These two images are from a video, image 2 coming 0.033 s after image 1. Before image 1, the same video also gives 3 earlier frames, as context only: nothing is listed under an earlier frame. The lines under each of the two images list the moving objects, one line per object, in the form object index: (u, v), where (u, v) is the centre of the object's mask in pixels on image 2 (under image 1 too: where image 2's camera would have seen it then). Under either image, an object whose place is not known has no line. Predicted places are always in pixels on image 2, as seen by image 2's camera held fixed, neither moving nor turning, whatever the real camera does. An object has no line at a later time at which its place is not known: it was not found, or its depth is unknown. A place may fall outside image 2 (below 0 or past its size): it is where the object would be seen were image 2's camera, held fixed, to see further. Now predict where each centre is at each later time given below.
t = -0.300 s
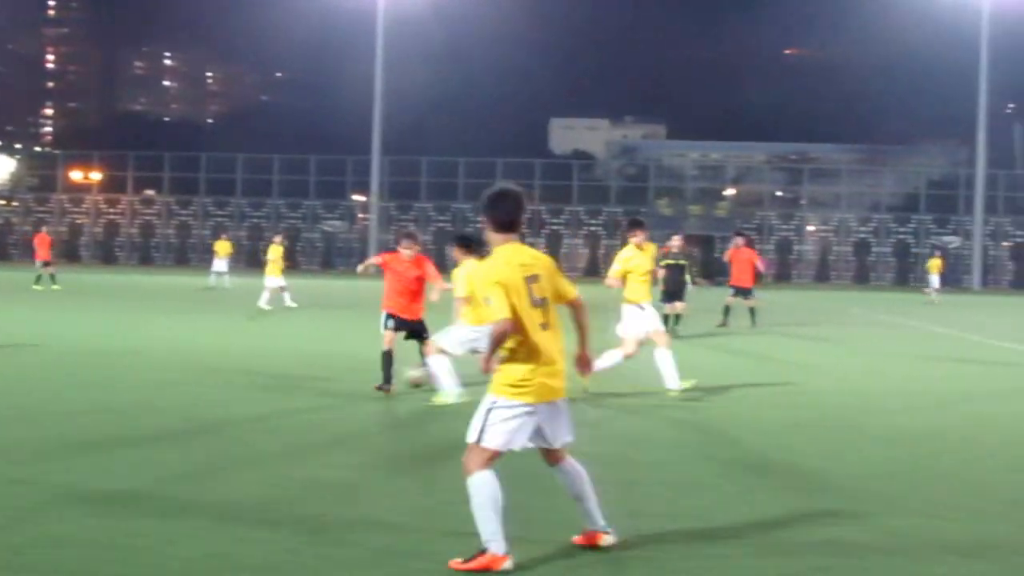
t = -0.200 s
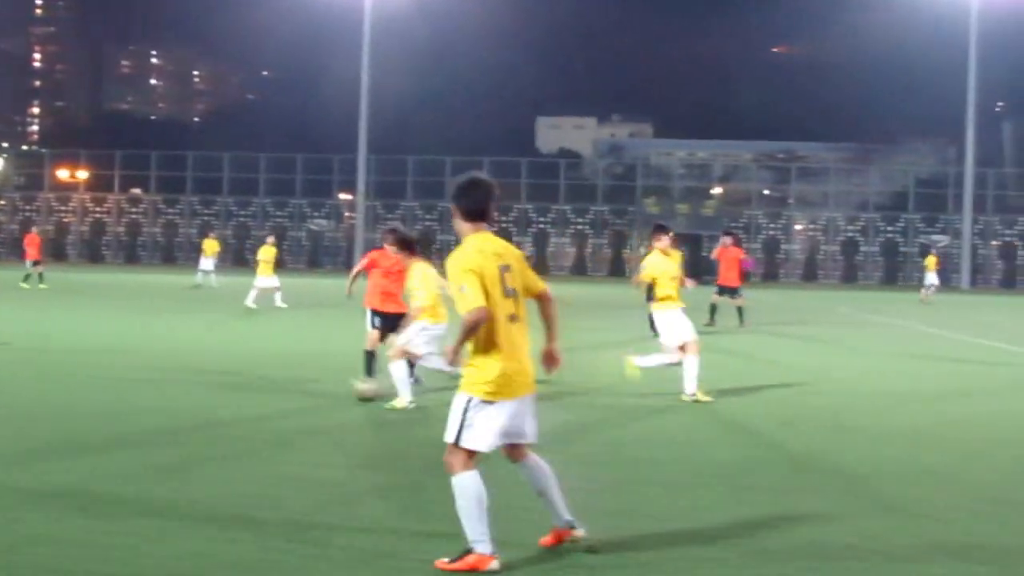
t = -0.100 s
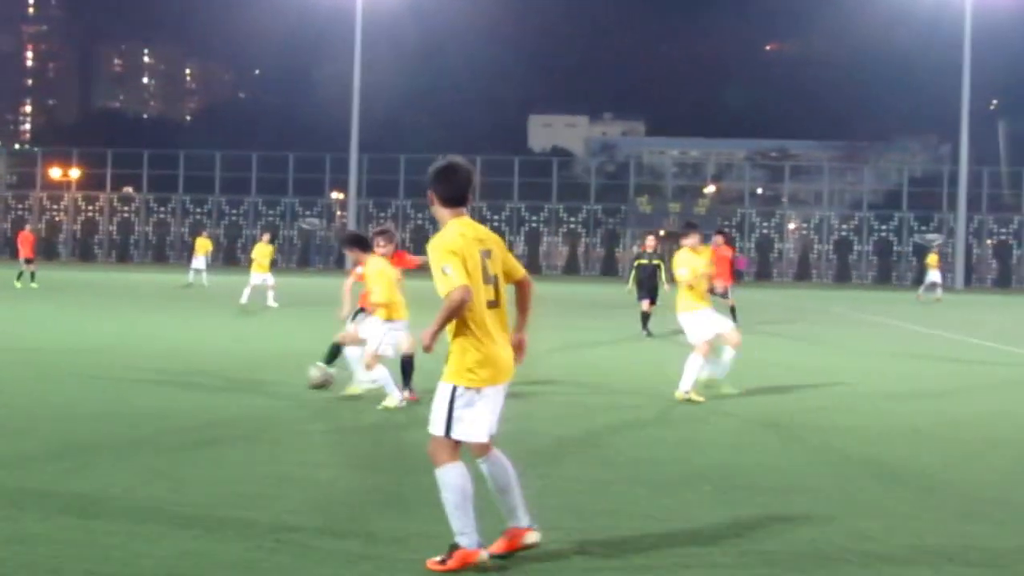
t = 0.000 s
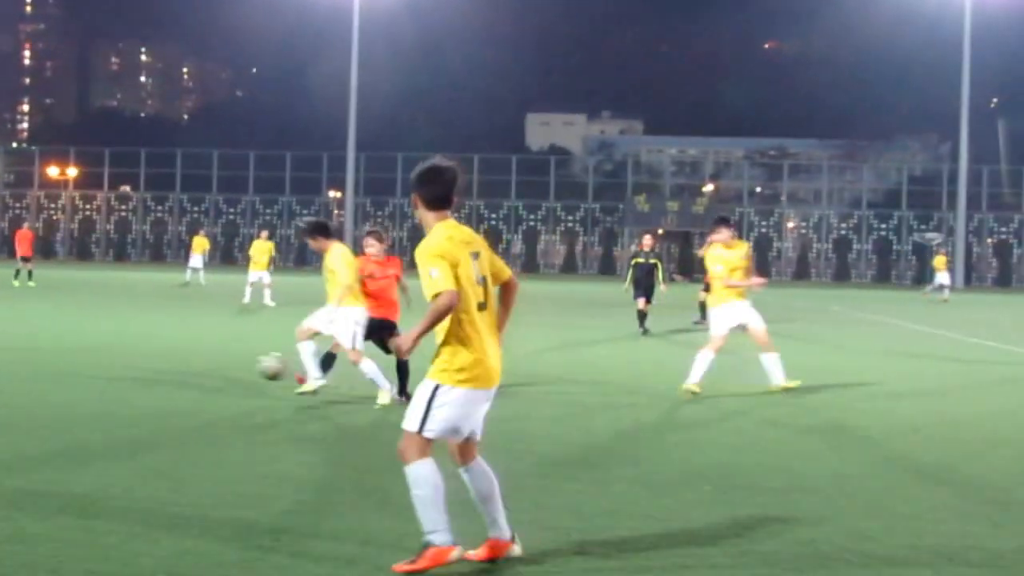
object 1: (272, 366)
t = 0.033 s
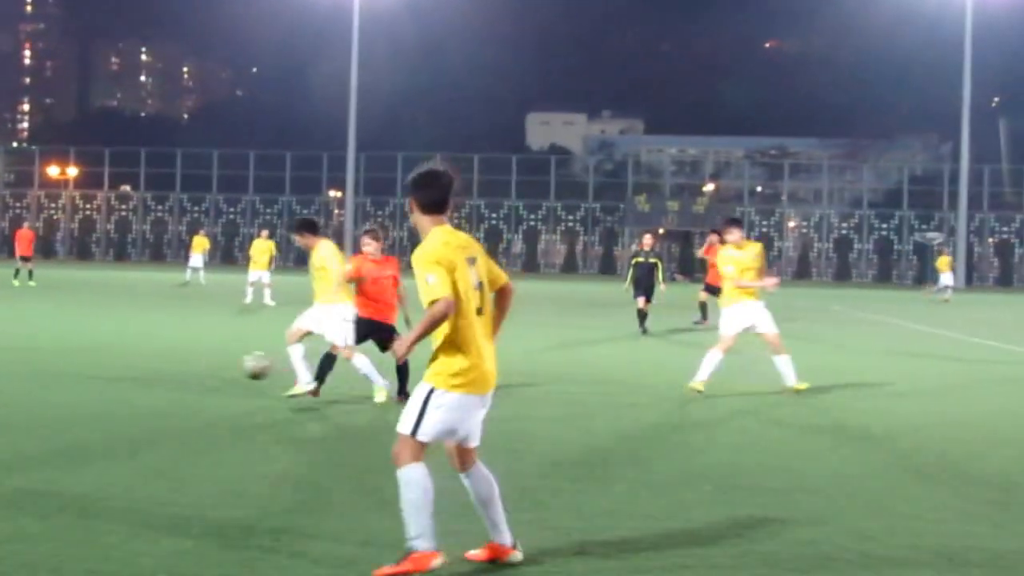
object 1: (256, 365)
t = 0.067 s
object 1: (241, 366)
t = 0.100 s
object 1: (222, 369)
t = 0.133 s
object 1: (205, 372)
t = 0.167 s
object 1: (188, 378)
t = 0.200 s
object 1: (168, 385)
